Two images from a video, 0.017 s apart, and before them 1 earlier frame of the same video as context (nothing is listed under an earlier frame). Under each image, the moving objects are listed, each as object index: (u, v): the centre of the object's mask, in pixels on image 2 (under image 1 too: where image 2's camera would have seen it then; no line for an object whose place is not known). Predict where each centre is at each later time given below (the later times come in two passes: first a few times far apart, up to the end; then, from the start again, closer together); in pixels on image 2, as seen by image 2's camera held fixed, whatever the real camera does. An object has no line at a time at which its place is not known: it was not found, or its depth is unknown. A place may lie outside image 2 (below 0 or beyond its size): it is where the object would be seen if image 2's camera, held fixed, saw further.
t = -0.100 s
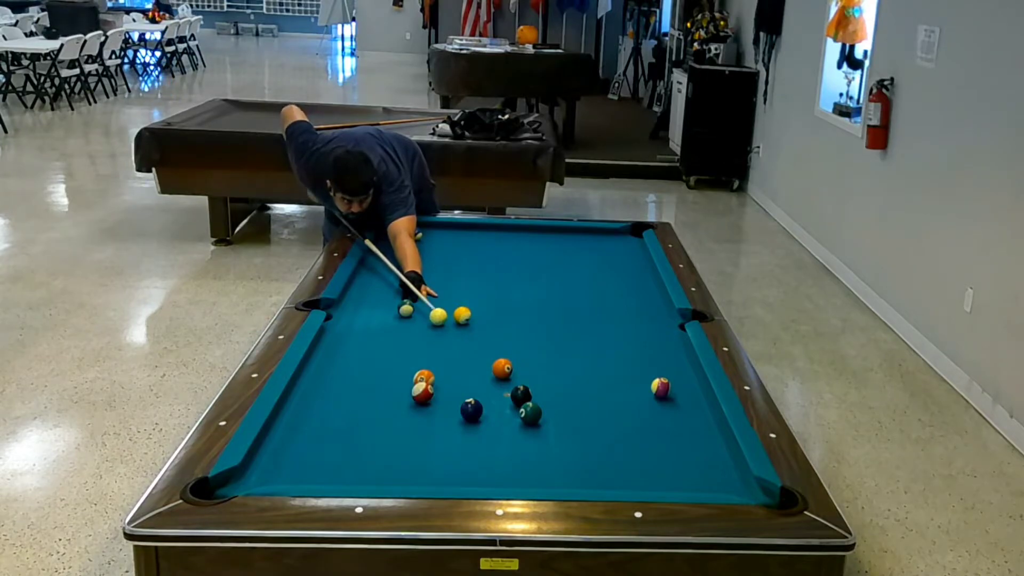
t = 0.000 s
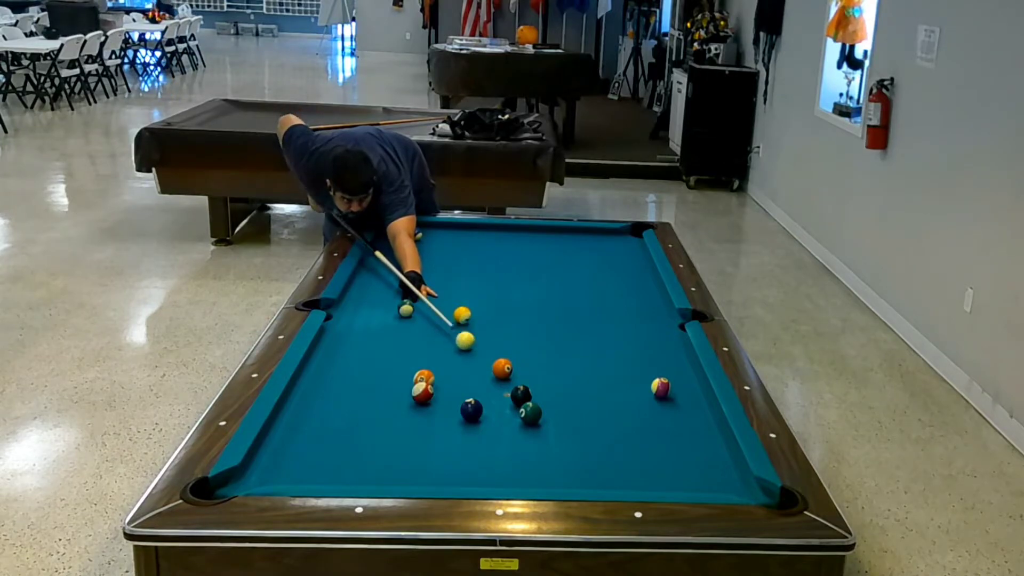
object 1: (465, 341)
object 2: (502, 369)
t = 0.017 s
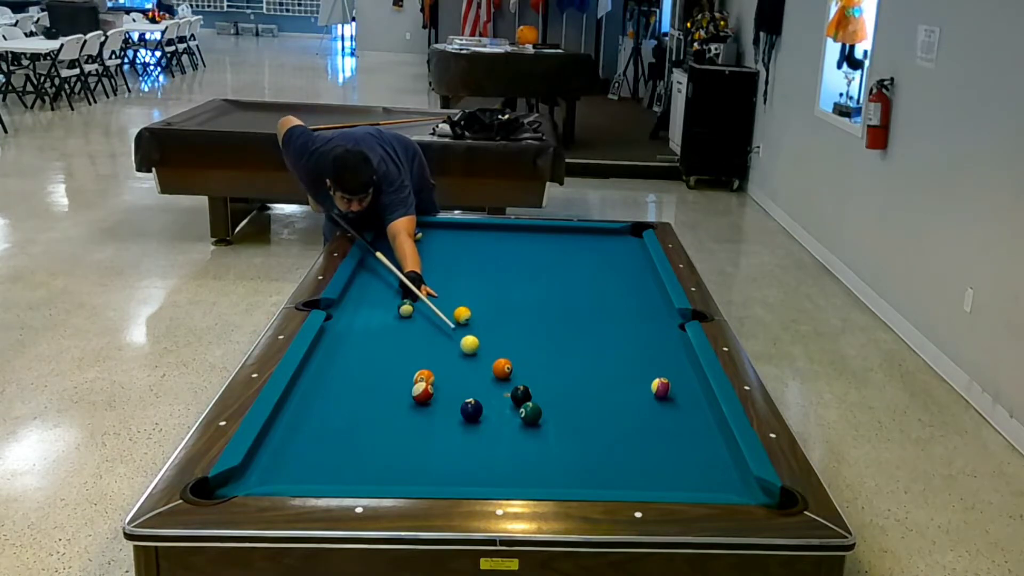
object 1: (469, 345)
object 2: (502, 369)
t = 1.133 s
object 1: (404, 465)
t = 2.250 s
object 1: (372, 445)
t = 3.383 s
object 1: (369, 423)
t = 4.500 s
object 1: (371, 421)
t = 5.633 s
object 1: (371, 421)
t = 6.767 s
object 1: (371, 421)
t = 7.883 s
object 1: (371, 421)
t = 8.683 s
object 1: (371, 421)
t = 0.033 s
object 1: (474, 349)
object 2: (502, 369)
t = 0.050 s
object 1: (479, 353)
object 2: (502, 369)
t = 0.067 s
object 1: (483, 357)
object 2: (503, 369)
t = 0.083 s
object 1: (487, 361)
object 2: (503, 369)
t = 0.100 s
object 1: (487, 363)
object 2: (508, 371)
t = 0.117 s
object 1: (484, 364)
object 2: (515, 374)
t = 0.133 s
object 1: (482, 365)
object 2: (521, 376)
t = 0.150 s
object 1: (479, 366)
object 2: (528, 380)
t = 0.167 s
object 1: (477, 366)
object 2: (534, 383)
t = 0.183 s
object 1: (475, 367)
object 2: (540, 387)
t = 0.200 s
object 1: (474, 369)
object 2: (546, 390)
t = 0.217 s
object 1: (472, 370)
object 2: (552, 393)
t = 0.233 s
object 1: (471, 371)
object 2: (557, 396)
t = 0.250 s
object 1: (469, 373)
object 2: (562, 398)
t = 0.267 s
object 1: (468, 374)
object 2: (568, 401)
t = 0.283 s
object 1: (467, 376)
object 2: (573, 404)
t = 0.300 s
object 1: (466, 377)
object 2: (578, 406)
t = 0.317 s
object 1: (465, 379)
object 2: (584, 409)
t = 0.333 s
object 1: (465, 381)
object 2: (589, 412)
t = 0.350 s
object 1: (464, 382)
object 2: (595, 415)
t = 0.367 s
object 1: (463, 384)
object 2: (600, 417)
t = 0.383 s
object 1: (462, 385)
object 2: (606, 420)
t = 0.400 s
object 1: (461, 387)
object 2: (612, 423)
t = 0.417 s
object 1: (460, 389)
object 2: (617, 425)
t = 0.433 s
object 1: (459, 390)
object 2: (623, 428)
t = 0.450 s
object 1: (457, 392)
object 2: (629, 431)
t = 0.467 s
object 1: (456, 394)
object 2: (635, 434)
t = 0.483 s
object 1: (456, 395)
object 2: (641, 437)
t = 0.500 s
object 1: (454, 397)
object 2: (647, 440)
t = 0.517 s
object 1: (453, 399)
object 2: (653, 443)
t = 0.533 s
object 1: (453, 401)
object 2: (659, 446)
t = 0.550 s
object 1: (452, 402)
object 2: (665, 449)
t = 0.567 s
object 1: (451, 404)
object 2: (671, 452)
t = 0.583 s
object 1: (450, 406)
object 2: (678, 455)
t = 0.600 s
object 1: (449, 408)
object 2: (684, 458)
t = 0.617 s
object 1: (447, 410)
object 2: (690, 461)
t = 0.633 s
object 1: (446, 411)
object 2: (697, 465)
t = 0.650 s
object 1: (445, 413)
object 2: (704, 468)
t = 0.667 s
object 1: (444, 415)
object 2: (710, 471)
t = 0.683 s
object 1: (442, 416)
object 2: (717, 475)
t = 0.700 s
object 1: (441, 418)
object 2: (724, 478)
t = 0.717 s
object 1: (439, 420)
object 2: (731, 481)
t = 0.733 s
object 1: (438, 422)
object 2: (737, 484)
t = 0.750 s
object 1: (437, 423)
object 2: (744, 487)
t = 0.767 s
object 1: (435, 425)
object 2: (752, 490)
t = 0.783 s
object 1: (434, 427)
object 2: (759, 493)
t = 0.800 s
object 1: (433, 428)
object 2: (765, 497)
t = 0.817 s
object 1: (431, 430)
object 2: (772, 502)
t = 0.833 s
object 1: (430, 432)
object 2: (778, 505)
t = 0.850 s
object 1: (429, 434)
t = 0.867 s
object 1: (427, 436)
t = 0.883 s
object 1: (426, 437)
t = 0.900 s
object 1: (424, 439)
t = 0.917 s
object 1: (423, 441)
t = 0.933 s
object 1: (422, 443)
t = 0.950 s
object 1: (420, 445)
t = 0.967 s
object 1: (419, 446)
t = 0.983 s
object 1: (417, 448)
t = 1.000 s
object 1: (416, 450)
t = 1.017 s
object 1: (415, 452)
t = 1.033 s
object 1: (413, 454)
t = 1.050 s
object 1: (412, 455)
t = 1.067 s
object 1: (410, 457)
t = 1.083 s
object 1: (409, 459)
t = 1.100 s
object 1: (407, 461)
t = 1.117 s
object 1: (406, 463)
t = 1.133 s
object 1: (404, 465)
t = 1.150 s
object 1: (403, 467)
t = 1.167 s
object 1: (401, 468)
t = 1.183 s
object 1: (400, 470)
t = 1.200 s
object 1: (399, 472)
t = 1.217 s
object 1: (397, 474)
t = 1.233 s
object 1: (396, 475)
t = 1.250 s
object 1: (394, 476)
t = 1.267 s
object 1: (393, 477)
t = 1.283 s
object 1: (391, 478)
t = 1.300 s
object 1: (390, 479)
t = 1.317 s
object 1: (388, 480)
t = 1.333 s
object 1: (388, 479)
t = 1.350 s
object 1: (387, 479)
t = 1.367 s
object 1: (387, 478)
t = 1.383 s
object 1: (386, 478)
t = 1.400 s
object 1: (386, 477)
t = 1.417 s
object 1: (385, 477)
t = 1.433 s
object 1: (385, 477)
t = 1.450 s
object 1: (385, 476)
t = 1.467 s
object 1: (384, 475)
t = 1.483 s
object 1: (384, 475)
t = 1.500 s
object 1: (383, 474)
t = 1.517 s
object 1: (383, 474)
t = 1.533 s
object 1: (383, 473)
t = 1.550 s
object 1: (382, 472)
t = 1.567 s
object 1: (382, 472)
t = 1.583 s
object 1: (382, 472)
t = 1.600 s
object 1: (382, 471)
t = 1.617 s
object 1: (381, 470)
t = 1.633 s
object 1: (381, 470)
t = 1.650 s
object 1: (380, 469)
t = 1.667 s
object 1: (380, 468)
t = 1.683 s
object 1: (380, 467)
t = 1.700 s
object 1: (379, 466)
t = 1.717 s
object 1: (379, 465)
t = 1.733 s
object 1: (379, 464)
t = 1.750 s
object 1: (378, 464)
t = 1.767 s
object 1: (378, 463)
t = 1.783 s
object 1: (378, 462)
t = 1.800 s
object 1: (378, 462)
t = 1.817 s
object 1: (377, 461)
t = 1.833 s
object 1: (377, 460)
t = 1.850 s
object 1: (377, 459)
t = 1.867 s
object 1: (376, 459)
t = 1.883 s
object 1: (376, 458)
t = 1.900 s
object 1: (376, 457)
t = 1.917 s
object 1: (376, 457)
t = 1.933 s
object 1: (375, 456)
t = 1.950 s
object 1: (375, 455)
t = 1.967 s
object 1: (375, 455)
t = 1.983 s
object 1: (375, 454)
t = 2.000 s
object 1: (374, 453)
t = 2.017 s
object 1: (374, 453)
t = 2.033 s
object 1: (374, 452)
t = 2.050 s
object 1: (374, 452)
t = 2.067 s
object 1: (374, 451)
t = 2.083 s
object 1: (373, 450)
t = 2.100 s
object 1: (373, 450)
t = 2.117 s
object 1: (373, 449)
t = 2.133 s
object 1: (373, 449)
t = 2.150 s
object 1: (373, 448)
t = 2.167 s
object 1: (373, 447)
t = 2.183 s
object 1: (372, 447)
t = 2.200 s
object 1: (372, 446)
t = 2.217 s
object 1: (372, 446)
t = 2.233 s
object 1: (372, 445)
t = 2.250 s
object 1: (372, 445)
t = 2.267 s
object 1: (372, 444)
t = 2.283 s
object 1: (372, 444)
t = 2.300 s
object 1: (372, 443)
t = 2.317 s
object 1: (371, 443)
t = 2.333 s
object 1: (371, 442)
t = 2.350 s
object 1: (371, 442)
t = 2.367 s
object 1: (371, 441)
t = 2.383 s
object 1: (371, 441)
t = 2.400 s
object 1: (371, 440)
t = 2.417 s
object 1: (371, 440)
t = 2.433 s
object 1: (371, 440)
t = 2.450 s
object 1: (371, 439)
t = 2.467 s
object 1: (370, 438)
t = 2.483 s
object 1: (370, 438)
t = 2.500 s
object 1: (370, 438)
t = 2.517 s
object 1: (370, 437)
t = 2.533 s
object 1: (370, 437)
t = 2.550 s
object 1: (370, 436)
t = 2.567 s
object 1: (370, 436)
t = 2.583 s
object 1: (370, 435)
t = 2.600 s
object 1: (370, 435)
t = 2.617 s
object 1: (370, 435)
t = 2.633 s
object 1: (370, 434)
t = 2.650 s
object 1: (370, 434)
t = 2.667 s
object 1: (370, 433)
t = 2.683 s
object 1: (370, 433)
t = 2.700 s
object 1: (369, 433)
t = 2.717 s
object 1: (369, 432)
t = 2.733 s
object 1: (369, 432)
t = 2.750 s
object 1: (369, 432)
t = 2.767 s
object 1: (369, 431)
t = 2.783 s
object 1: (369, 431)
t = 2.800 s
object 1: (369, 431)
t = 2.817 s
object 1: (369, 430)
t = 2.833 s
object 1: (369, 430)
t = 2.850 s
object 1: (369, 430)
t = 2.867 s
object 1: (369, 429)
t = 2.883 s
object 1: (369, 429)
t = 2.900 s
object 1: (369, 429)
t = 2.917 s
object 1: (369, 428)
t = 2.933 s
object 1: (368, 428)
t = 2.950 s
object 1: (368, 428)
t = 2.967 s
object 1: (368, 428)
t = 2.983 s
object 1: (368, 427)
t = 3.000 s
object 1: (368, 427)
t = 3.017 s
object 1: (368, 427)
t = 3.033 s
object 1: (368, 427)
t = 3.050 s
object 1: (368, 426)
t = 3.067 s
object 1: (368, 426)
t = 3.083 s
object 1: (368, 426)
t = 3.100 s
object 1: (368, 426)
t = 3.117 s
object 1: (368, 426)
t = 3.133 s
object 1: (368, 425)
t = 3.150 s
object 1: (368, 425)
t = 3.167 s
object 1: (368, 425)
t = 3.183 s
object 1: (368, 425)
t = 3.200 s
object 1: (368, 425)
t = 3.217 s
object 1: (368, 424)
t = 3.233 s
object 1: (369, 424)
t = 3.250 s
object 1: (369, 424)
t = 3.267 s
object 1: (369, 424)
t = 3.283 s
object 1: (369, 424)
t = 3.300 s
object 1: (369, 423)
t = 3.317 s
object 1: (369, 423)
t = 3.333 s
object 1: (369, 423)
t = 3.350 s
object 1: (369, 423)
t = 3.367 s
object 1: (369, 423)
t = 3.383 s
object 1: (369, 423)
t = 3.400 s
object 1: (369, 423)
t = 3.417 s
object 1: (369, 422)
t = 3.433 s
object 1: (370, 422)
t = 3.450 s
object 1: (370, 422)
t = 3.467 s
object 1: (370, 422)
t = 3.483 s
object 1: (370, 422)
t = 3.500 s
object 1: (370, 422)
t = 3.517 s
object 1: (370, 422)
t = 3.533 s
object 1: (370, 422)
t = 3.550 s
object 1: (370, 421)
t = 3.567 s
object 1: (370, 421)
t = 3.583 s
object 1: (370, 421)
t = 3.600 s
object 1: (370, 421)
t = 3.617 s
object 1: (371, 421)
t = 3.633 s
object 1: (371, 421)
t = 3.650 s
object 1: (371, 421)
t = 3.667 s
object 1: (371, 421)
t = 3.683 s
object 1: (371, 421)
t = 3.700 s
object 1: (371, 421)
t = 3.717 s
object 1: (371, 421)
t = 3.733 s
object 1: (371, 421)
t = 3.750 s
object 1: (371, 421)
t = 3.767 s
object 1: (371, 421)
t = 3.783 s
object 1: (371, 421)
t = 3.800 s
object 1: (371, 421)
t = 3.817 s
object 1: (371, 421)
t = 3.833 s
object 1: (371, 421)
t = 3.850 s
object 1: (371, 421)
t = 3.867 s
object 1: (371, 421)
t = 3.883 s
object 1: (371, 421)
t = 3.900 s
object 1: (371, 421)
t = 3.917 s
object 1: (371, 421)
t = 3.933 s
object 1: (371, 421)
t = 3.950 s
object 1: (371, 421)
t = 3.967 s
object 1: (371, 421)
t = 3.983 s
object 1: (371, 421)
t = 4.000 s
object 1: (371, 421)
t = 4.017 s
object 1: (371, 421)
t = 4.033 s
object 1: (371, 421)
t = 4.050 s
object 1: (371, 421)
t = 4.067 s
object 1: (371, 421)
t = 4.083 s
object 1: (371, 421)
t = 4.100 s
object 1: (371, 421)
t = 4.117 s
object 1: (371, 421)
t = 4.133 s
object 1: (371, 421)
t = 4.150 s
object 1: (371, 421)
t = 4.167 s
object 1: (371, 421)
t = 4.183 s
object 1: (371, 421)
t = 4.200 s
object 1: (371, 421)
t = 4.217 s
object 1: (371, 421)
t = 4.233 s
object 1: (371, 421)
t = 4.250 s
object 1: (371, 421)
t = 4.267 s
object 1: (371, 421)
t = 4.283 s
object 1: (371, 421)
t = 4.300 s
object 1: (371, 421)
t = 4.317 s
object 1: (371, 421)
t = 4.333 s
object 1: (371, 421)
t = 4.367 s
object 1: (371, 421)
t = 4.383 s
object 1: (371, 421)
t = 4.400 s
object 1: (371, 421)
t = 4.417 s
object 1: (371, 421)
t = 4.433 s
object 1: (371, 421)
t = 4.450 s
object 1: (371, 421)
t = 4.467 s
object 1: (371, 421)
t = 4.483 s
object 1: (371, 421)
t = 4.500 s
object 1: (371, 421)
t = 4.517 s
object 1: (371, 421)
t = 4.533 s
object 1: (371, 421)
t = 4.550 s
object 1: (371, 421)
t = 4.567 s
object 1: (371, 421)
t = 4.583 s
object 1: (371, 421)
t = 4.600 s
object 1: (371, 421)
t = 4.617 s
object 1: (371, 421)
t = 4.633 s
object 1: (371, 421)
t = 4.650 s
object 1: (371, 421)
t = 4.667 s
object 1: (371, 421)
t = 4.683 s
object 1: (371, 421)
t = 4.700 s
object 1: (371, 421)
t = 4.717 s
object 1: (371, 421)
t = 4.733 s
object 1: (371, 421)
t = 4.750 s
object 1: (371, 421)
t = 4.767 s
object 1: (371, 421)
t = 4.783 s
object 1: (371, 421)
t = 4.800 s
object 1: (371, 421)
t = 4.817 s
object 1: (371, 421)
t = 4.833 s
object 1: (371, 421)
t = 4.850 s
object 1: (371, 421)
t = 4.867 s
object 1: (371, 421)
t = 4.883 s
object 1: (371, 421)
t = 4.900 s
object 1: (371, 421)
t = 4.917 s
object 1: (371, 421)
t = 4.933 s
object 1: (371, 421)
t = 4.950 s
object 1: (371, 421)
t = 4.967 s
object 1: (371, 421)
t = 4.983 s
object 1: (371, 421)
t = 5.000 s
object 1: (371, 421)
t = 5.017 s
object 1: (371, 421)
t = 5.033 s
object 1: (371, 421)
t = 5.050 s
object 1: (371, 421)
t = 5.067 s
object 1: (371, 421)
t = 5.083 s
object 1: (371, 421)
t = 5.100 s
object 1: (371, 421)
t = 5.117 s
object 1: (371, 421)
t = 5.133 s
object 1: (371, 421)
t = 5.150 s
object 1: (371, 421)
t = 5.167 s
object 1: (371, 421)
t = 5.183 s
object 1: (371, 421)
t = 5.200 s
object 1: (371, 421)
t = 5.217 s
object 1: (371, 421)
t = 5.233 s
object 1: (371, 421)
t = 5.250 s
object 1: (371, 421)
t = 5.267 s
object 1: (371, 421)
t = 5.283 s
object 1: (371, 421)
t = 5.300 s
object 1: (371, 421)
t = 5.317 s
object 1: (371, 421)
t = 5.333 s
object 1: (371, 421)
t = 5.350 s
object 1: (371, 421)
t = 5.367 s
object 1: (371, 421)
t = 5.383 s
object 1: (371, 421)
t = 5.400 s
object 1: (371, 421)
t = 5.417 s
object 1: (371, 421)
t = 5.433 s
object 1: (371, 421)
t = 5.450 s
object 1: (371, 421)
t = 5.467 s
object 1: (371, 421)
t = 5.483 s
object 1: (371, 421)
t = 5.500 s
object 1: (371, 421)
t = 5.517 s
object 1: (371, 421)
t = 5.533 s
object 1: (371, 421)
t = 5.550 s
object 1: (371, 421)
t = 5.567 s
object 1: (371, 421)
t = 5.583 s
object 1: (371, 421)
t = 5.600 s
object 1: (371, 421)
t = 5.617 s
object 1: (371, 421)
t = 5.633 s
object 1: (371, 421)
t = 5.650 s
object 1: (371, 421)
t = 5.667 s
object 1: (371, 421)
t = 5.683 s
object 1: (371, 421)
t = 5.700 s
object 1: (371, 421)
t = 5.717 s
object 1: (371, 421)
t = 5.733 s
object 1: (371, 421)
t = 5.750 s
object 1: (371, 421)
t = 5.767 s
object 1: (371, 421)
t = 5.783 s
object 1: (371, 421)
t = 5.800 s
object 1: (371, 421)
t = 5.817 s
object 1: (371, 421)
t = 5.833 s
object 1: (371, 421)
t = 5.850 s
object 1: (371, 421)
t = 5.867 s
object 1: (371, 421)
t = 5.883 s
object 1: (371, 421)
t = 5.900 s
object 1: (371, 421)
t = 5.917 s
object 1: (371, 421)
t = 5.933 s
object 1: (371, 421)
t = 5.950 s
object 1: (371, 421)
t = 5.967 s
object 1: (371, 421)
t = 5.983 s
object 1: (371, 421)
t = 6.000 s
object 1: (371, 421)
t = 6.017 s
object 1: (371, 421)
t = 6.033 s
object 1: (371, 421)
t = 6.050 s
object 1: (371, 421)
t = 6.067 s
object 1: (371, 421)
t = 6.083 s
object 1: (371, 421)
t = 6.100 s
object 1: (371, 421)
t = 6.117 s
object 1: (371, 421)
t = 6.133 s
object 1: (371, 421)
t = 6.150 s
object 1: (371, 421)
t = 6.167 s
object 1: (371, 421)
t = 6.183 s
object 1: (371, 421)
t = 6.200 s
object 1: (371, 421)
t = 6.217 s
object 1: (371, 421)
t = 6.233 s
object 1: (371, 421)
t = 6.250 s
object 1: (371, 421)
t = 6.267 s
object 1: (371, 421)
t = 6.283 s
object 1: (371, 421)
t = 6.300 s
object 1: (371, 421)
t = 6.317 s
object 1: (371, 421)
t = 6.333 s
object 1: (371, 421)
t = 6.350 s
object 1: (371, 421)
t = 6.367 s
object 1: (371, 421)
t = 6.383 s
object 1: (371, 421)
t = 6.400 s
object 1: (371, 421)
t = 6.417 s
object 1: (371, 421)
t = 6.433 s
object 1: (371, 421)
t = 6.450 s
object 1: (371, 421)
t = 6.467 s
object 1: (371, 421)
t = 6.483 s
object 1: (371, 421)
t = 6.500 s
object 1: (371, 421)
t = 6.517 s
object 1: (371, 421)
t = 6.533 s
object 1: (371, 421)
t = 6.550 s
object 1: (371, 421)
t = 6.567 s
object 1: (371, 421)
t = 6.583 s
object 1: (371, 421)
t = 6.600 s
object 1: (371, 421)
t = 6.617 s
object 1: (371, 421)
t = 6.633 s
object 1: (371, 421)
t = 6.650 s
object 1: (371, 421)
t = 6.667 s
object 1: (371, 421)
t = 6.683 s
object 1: (371, 421)
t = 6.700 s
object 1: (371, 421)
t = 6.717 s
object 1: (371, 421)
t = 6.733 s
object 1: (371, 421)
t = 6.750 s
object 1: (371, 421)
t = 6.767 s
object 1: (371, 421)
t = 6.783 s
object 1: (371, 421)
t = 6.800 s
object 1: (371, 421)
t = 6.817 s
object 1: (371, 421)
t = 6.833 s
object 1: (371, 421)
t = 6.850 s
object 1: (371, 421)
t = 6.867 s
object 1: (371, 421)
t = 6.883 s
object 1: (371, 421)
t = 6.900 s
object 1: (371, 421)
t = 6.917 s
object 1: (371, 421)
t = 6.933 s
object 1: (371, 421)
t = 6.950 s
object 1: (371, 421)
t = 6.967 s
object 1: (371, 421)
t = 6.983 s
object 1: (371, 421)
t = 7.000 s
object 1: (371, 421)
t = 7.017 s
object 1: (371, 421)
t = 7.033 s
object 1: (371, 421)
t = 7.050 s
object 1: (371, 421)
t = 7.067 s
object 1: (371, 421)
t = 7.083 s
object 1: (371, 421)
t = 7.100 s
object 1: (371, 421)
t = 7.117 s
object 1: (371, 421)
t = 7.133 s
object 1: (371, 421)
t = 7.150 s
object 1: (371, 421)
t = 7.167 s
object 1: (371, 421)
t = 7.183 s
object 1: (371, 421)
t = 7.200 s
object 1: (371, 421)
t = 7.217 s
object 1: (371, 421)
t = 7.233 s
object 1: (371, 421)
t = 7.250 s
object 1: (371, 421)
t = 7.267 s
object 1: (371, 421)
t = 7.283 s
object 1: (371, 421)
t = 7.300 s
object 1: (371, 421)
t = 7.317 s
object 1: (371, 422)
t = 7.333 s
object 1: (371, 422)
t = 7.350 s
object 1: (372, 422)
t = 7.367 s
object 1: (372, 423)
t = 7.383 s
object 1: (372, 423)
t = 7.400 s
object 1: (372, 423)
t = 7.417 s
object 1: (372, 423)
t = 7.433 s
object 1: (372, 423)
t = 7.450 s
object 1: (372, 423)
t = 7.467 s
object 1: (372, 422)
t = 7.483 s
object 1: (372, 422)
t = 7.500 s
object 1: (372, 422)
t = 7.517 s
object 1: (372, 422)
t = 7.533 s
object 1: (371, 422)
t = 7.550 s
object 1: (371, 422)
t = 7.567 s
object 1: (372, 422)
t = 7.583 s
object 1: (372, 422)
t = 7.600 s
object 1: (372, 422)
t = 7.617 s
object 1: (372, 422)
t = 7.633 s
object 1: (372, 422)
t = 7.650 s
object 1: (372, 422)
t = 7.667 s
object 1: (372, 422)
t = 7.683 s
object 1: (372, 423)
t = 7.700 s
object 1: (372, 423)
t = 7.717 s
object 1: (372, 423)
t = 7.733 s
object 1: (372, 423)
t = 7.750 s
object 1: (372, 423)
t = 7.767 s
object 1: (372, 423)
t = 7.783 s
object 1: (372, 423)
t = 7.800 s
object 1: (372, 423)
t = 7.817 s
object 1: (372, 422)
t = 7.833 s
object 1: (372, 422)
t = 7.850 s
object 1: (371, 422)
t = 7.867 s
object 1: (371, 421)
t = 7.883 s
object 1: (371, 421)
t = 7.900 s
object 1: (371, 421)
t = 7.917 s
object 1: (371, 421)
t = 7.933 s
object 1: (371, 421)
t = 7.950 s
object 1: (371, 421)
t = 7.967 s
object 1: (371, 421)
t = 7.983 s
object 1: (371, 421)
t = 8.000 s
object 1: (371, 421)
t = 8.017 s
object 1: (371, 421)
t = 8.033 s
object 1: (371, 421)
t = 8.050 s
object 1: (371, 421)
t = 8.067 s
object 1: (371, 421)
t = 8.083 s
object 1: (371, 421)
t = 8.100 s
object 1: (371, 421)
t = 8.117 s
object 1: (371, 421)
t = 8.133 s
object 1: (371, 421)
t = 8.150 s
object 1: (371, 421)
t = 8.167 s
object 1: (371, 421)
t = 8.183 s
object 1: (371, 421)
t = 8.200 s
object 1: (371, 421)
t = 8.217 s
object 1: (371, 421)
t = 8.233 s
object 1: (371, 421)
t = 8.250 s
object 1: (371, 421)
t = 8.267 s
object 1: (371, 421)
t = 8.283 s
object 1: (371, 421)
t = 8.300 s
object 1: (371, 421)
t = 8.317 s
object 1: (371, 421)
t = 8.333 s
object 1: (371, 421)
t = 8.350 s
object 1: (371, 421)
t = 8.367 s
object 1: (371, 421)
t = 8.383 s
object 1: (371, 421)
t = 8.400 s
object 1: (371, 421)
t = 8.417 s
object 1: (371, 421)
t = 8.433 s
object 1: (371, 421)
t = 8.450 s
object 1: (371, 421)
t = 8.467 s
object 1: (371, 421)
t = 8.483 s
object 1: (371, 421)
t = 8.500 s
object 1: (371, 421)
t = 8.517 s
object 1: (371, 421)
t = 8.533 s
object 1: (371, 421)
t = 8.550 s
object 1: (371, 421)
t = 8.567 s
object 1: (371, 421)
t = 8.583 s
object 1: (371, 421)
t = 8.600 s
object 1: (371, 421)
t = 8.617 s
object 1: (371, 421)
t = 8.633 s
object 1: (371, 421)
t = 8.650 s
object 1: (371, 421)
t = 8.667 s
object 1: (371, 421)
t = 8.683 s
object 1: (371, 421)
